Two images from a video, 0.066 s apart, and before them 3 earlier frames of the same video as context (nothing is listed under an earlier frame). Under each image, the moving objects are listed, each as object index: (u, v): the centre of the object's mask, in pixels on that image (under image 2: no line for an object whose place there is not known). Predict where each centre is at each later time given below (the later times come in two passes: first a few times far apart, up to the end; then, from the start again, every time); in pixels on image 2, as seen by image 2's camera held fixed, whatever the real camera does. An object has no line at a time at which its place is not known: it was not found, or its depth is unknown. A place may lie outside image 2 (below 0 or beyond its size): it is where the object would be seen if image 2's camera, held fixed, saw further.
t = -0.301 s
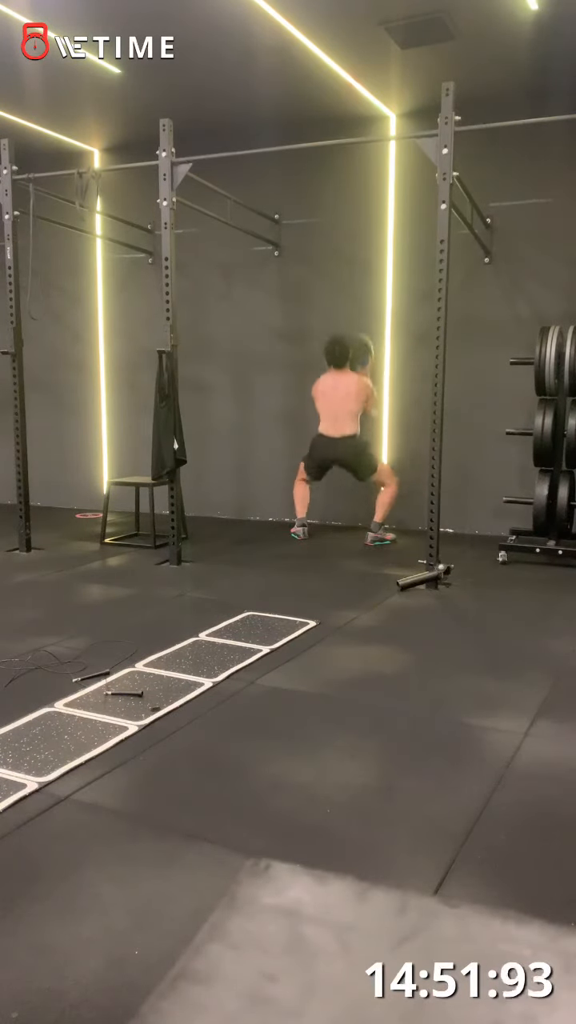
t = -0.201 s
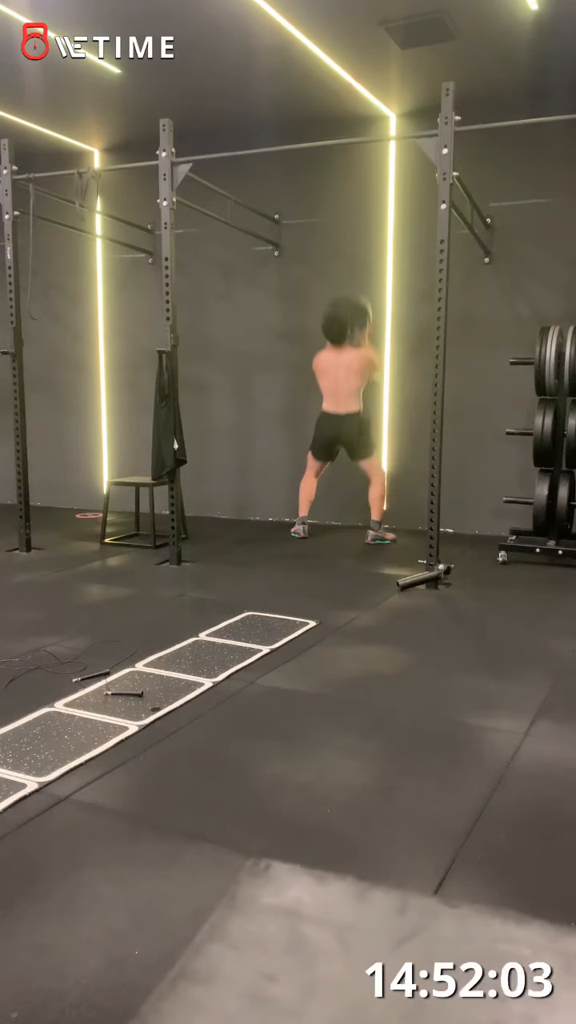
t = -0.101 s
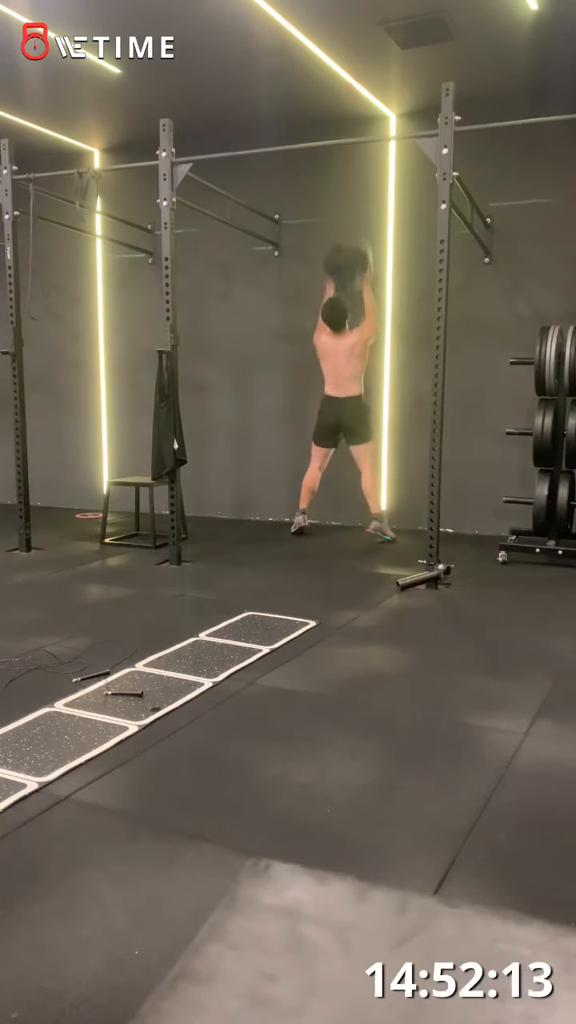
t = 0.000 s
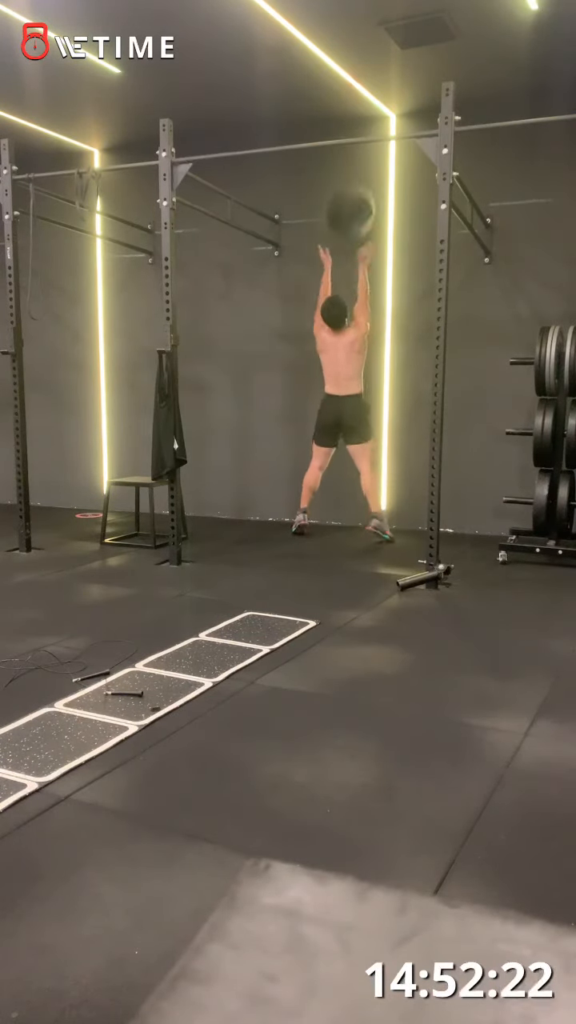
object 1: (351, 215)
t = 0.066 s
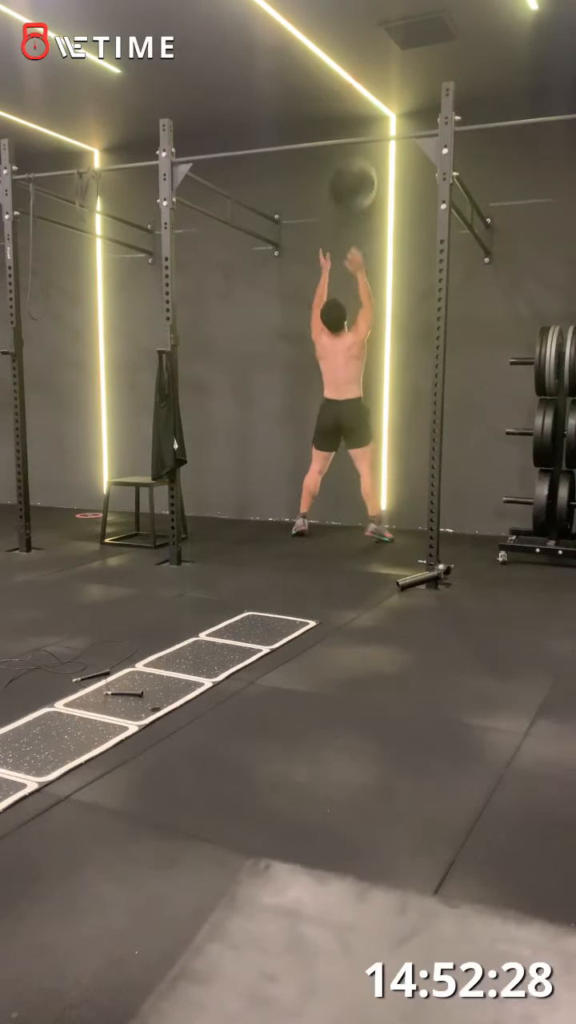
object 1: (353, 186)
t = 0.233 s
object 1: (358, 150)
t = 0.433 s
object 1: (361, 151)
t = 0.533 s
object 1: (355, 171)
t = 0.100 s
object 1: (354, 174)
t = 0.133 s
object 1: (355, 168)
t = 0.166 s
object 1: (356, 162)
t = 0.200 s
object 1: (357, 155)
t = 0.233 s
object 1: (358, 150)
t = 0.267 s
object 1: (361, 146)
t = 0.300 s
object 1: (362, 143)
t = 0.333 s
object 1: (362, 143)
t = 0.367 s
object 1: (361, 144)
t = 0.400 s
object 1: (361, 147)
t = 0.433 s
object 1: (361, 151)
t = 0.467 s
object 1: (359, 161)
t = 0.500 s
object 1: (357, 166)
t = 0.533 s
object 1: (355, 171)
